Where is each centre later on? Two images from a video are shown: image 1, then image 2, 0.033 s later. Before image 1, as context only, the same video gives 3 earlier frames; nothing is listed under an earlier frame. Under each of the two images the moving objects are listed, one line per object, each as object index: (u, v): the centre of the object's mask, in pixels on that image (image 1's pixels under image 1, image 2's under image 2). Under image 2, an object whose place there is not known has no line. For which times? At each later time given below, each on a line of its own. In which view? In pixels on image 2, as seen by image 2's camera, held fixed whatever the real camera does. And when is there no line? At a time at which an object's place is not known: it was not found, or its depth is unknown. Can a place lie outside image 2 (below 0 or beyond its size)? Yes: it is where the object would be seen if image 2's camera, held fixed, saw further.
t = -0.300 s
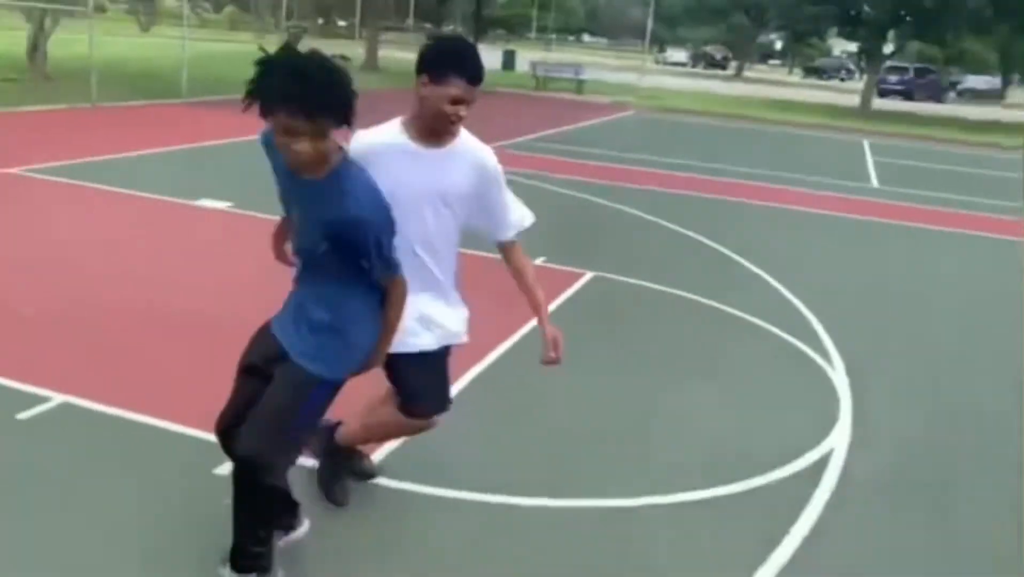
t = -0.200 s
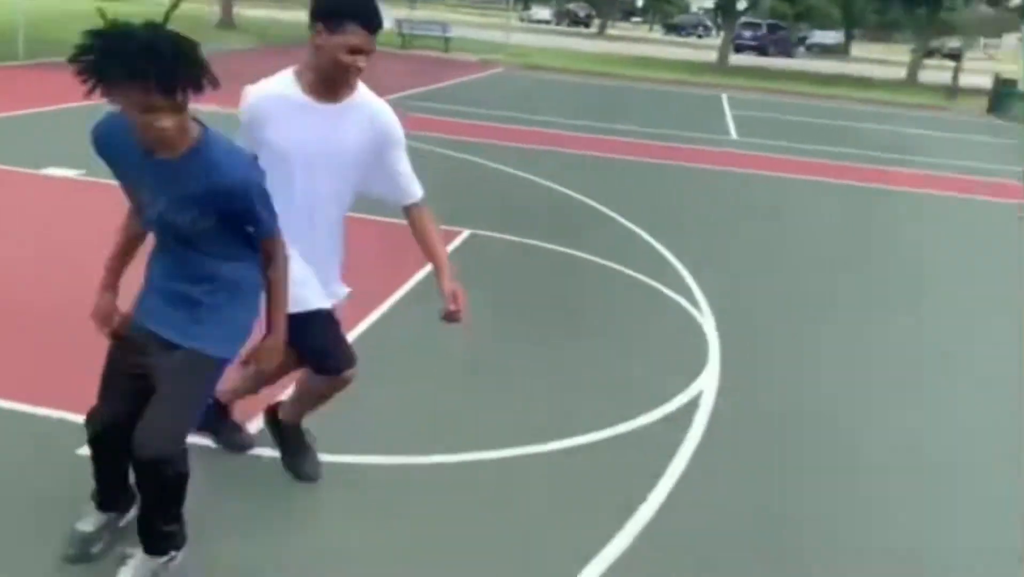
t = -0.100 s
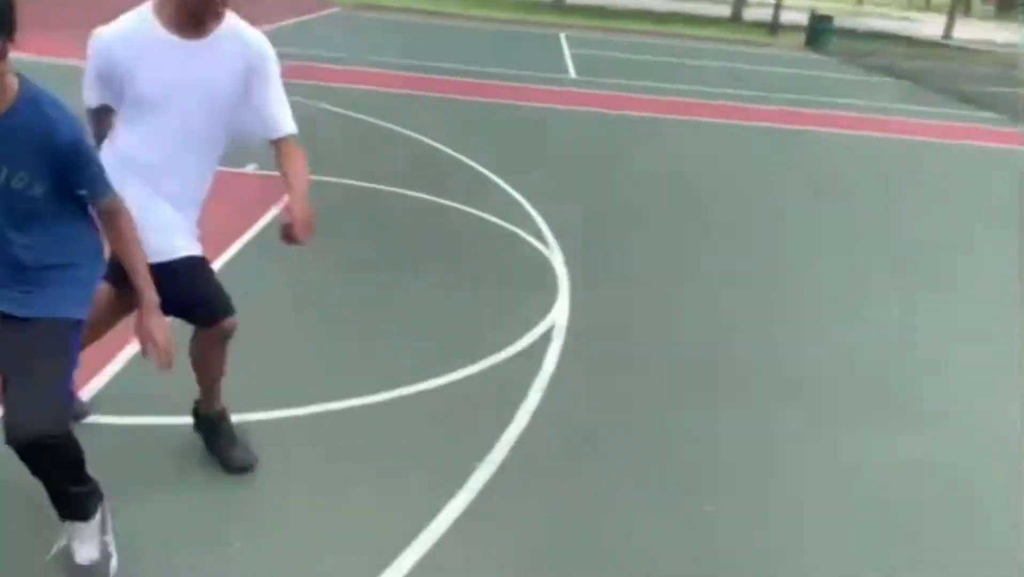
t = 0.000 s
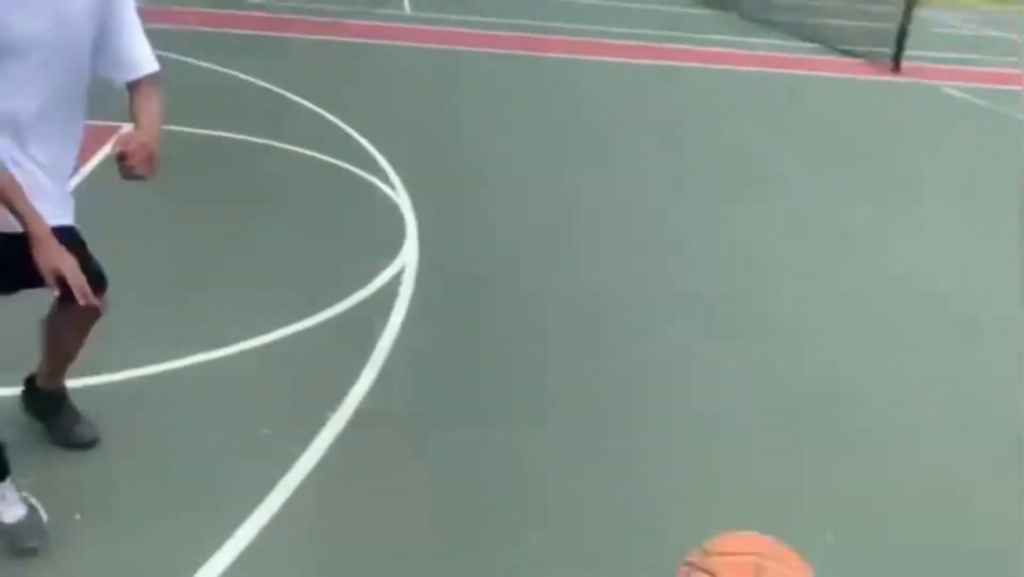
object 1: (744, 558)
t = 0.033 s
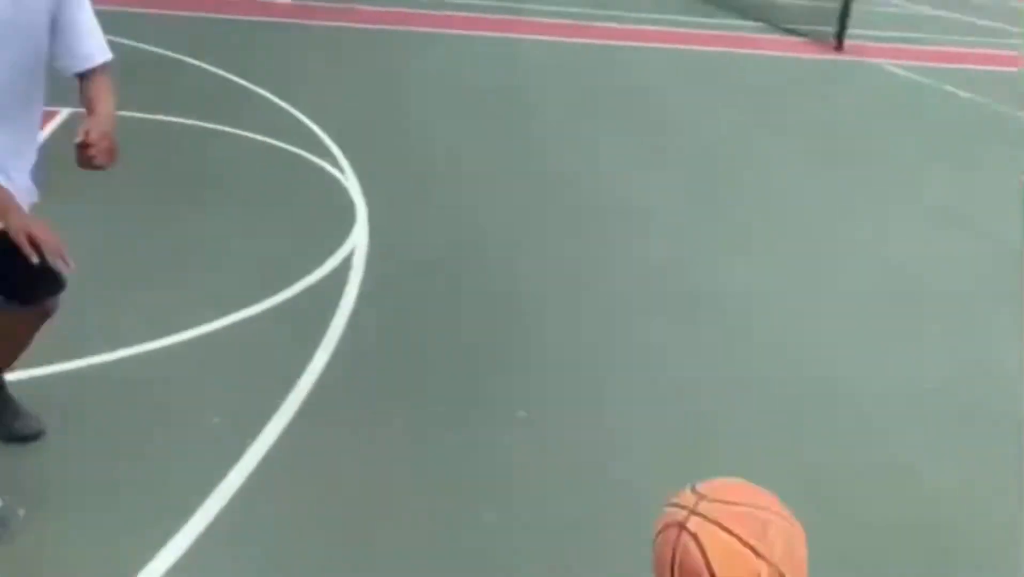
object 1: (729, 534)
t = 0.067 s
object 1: (757, 527)
